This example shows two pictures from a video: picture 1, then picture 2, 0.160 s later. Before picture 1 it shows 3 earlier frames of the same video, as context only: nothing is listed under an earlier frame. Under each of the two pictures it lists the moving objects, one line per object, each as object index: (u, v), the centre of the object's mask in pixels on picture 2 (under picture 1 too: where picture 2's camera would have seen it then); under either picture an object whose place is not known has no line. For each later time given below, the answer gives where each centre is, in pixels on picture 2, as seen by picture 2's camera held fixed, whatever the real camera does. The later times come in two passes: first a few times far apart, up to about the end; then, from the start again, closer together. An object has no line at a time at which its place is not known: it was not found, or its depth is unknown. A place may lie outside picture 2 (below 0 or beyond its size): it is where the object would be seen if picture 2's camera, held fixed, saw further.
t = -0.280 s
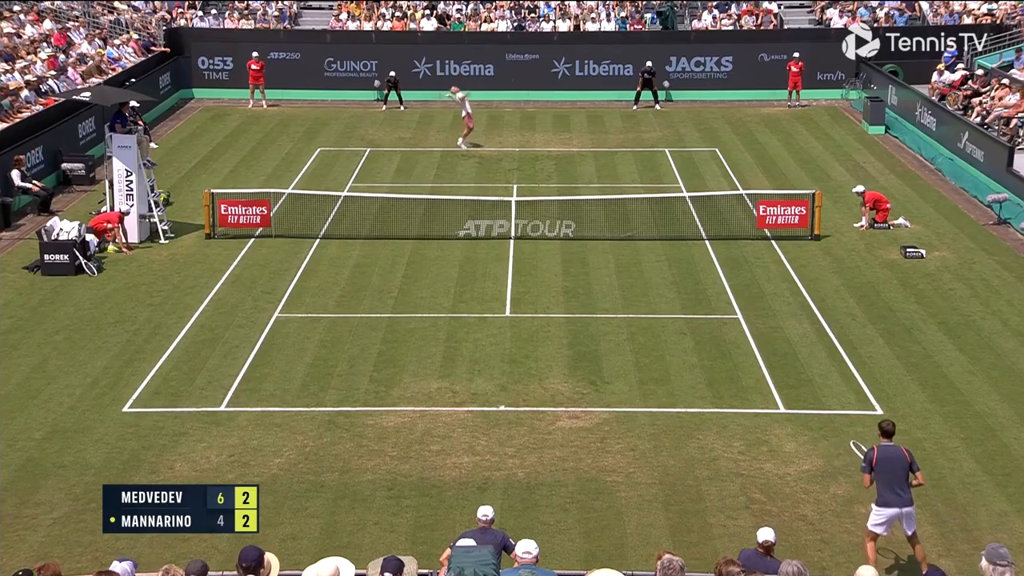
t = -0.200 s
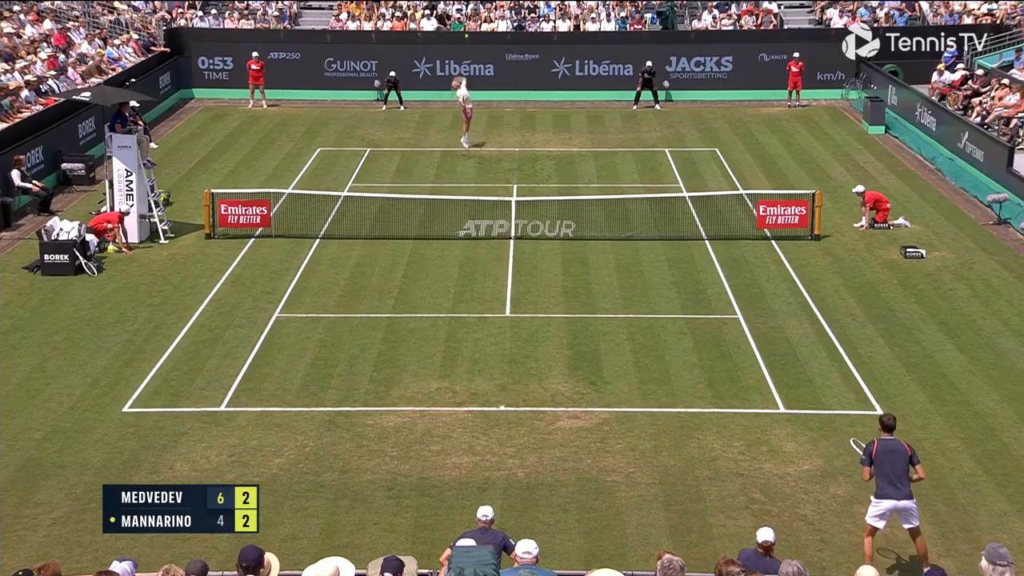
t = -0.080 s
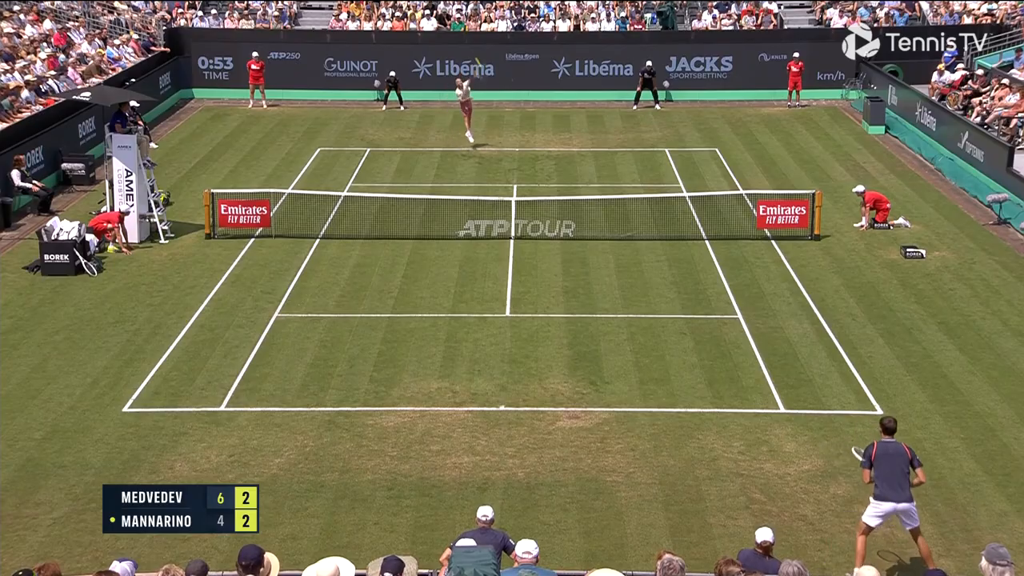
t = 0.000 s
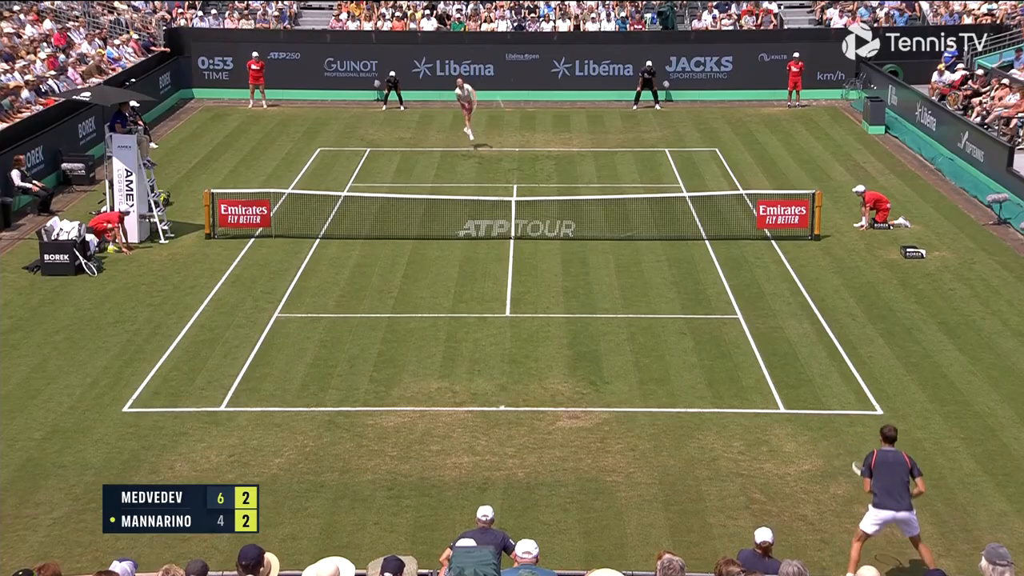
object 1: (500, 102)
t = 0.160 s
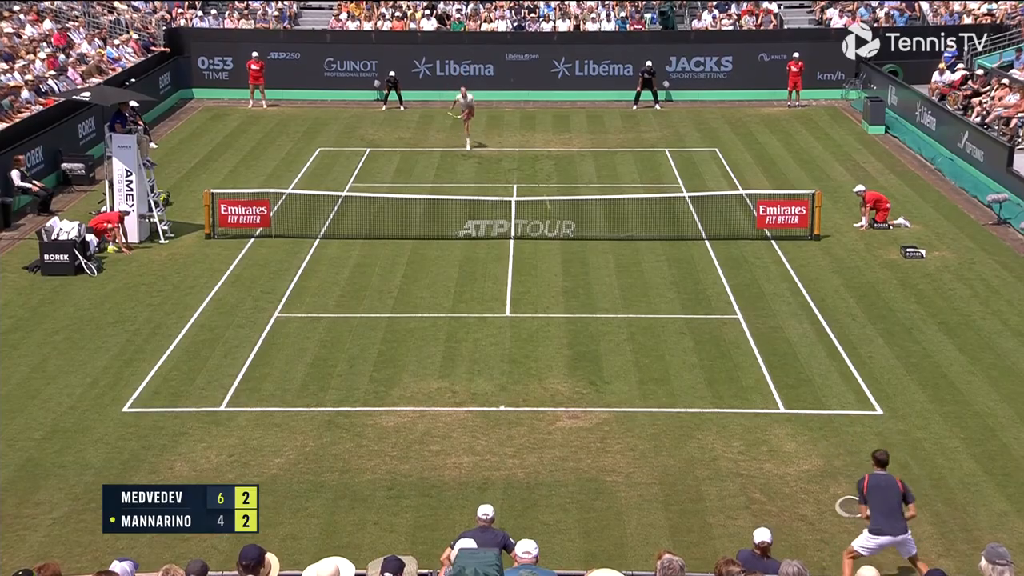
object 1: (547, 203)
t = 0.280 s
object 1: (584, 300)
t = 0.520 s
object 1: (647, 327)
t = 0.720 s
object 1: (706, 398)
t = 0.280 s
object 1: (584, 300)
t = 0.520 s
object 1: (647, 327)
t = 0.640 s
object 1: (681, 361)
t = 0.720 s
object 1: (706, 398)
